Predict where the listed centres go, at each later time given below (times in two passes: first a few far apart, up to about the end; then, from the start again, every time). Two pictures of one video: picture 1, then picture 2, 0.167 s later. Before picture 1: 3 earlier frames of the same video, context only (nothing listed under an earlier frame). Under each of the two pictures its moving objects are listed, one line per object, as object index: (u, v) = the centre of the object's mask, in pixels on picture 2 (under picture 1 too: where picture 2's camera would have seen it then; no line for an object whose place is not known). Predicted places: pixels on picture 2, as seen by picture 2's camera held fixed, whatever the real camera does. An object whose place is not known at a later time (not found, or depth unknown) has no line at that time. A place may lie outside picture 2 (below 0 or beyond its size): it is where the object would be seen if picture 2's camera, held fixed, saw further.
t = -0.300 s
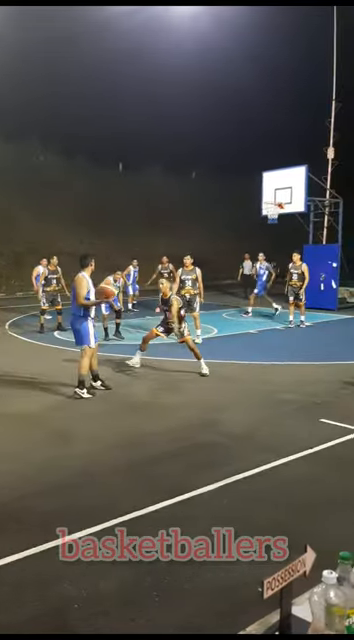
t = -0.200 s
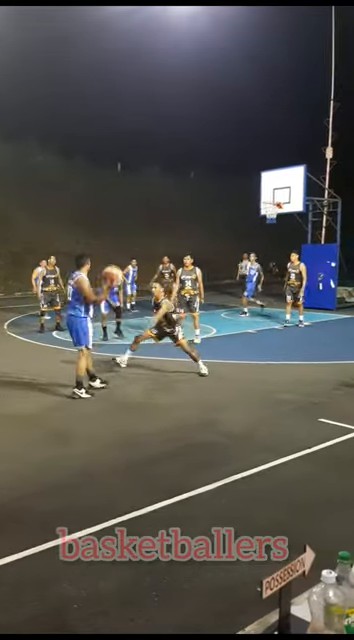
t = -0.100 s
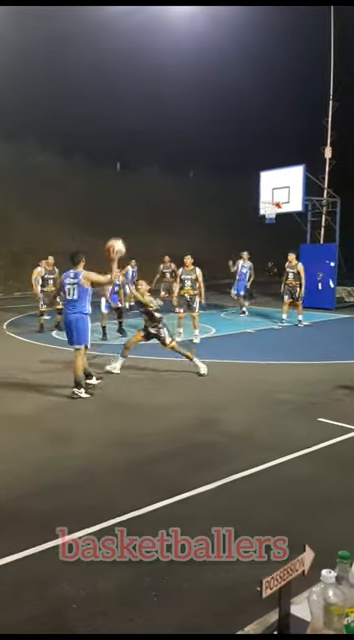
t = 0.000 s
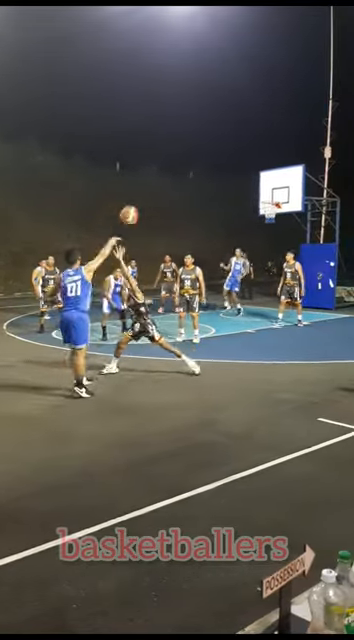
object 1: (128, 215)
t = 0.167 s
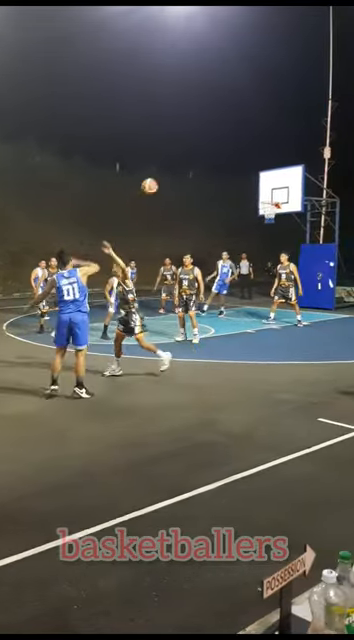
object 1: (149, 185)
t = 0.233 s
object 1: (156, 180)
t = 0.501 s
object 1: (178, 185)
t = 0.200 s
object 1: (153, 183)
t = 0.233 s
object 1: (156, 180)
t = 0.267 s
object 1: (159, 179)
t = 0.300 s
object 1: (162, 179)
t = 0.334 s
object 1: (166, 178)
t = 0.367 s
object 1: (168, 179)
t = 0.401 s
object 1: (171, 179)
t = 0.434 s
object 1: (173, 181)
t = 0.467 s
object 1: (176, 183)
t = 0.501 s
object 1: (178, 185)
